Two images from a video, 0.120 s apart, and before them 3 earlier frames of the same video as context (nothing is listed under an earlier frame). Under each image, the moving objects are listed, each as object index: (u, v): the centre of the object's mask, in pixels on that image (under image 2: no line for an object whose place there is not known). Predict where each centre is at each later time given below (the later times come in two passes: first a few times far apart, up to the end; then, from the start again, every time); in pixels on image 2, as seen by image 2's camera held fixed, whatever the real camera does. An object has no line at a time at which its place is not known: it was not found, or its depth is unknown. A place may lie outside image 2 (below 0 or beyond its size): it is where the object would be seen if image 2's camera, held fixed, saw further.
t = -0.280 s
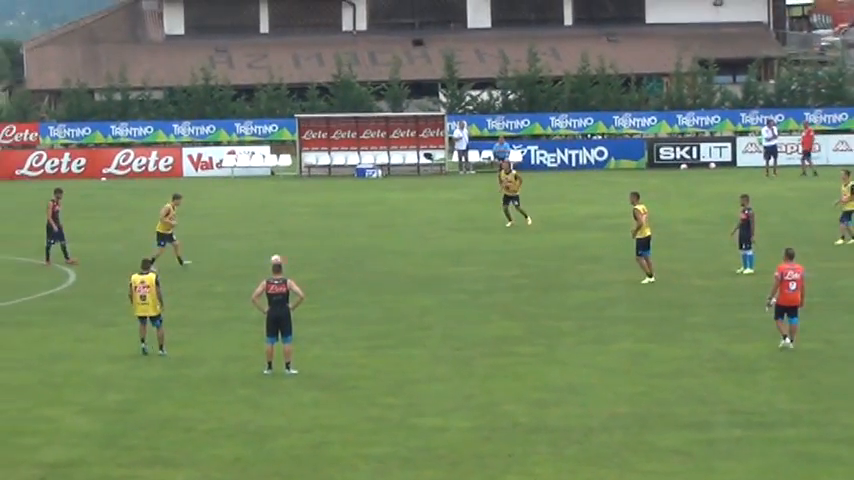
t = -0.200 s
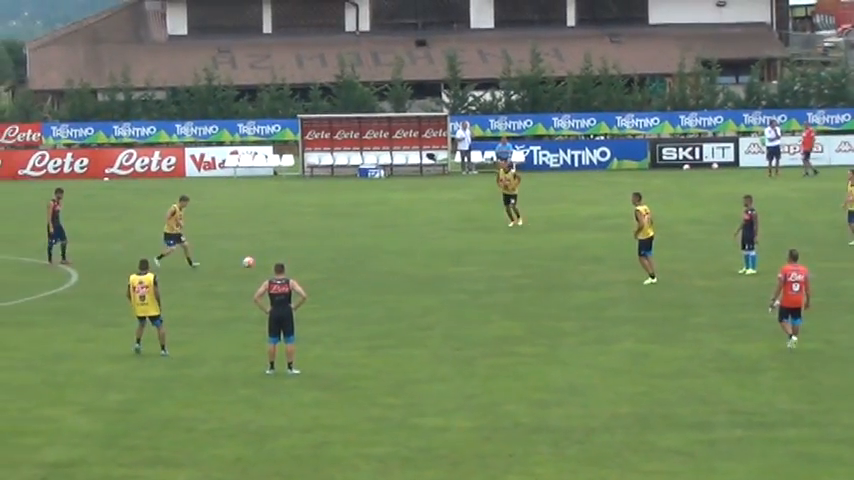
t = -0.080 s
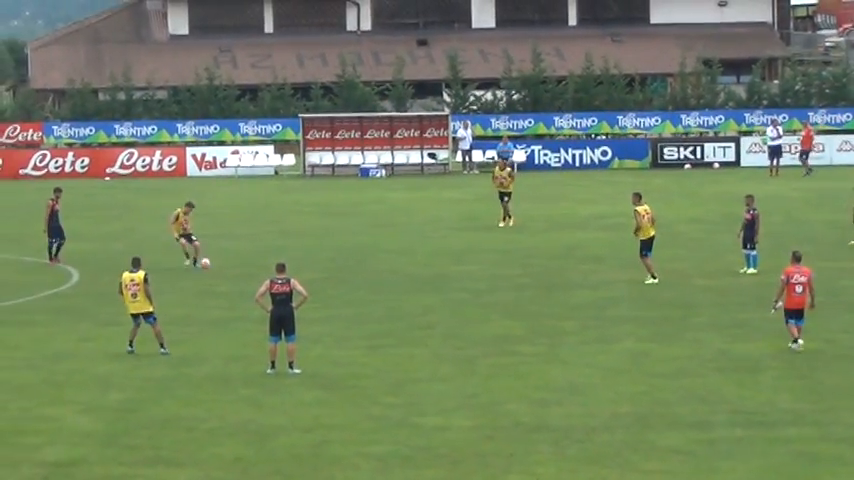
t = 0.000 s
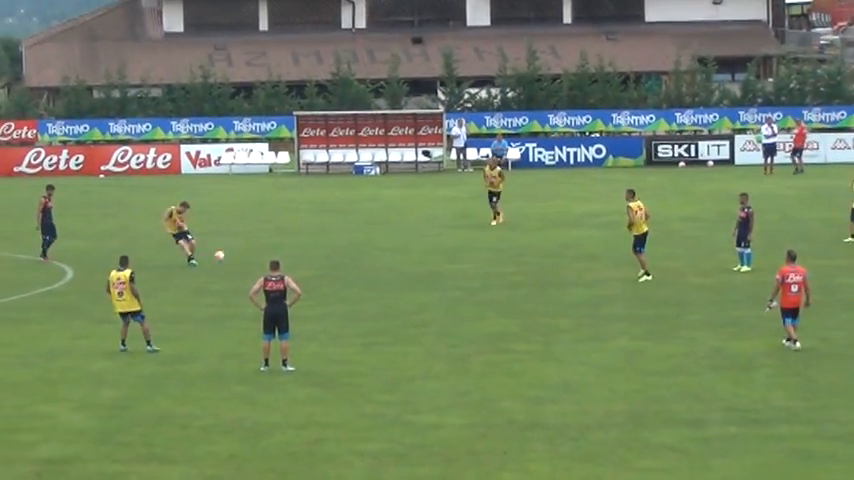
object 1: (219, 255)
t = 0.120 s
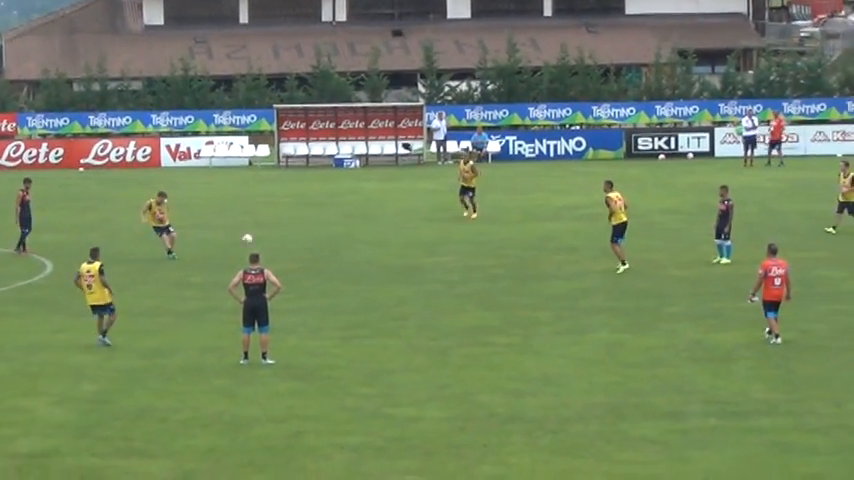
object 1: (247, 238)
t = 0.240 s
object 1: (295, 237)
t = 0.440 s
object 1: (374, 250)
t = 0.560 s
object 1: (418, 257)
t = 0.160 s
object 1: (263, 237)
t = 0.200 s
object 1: (279, 237)
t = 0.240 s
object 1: (295, 237)
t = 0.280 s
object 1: (311, 238)
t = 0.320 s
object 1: (327, 240)
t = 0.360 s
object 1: (342, 242)
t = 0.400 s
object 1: (358, 246)
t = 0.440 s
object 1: (374, 250)
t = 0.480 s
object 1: (390, 255)
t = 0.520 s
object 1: (406, 260)
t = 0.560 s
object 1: (418, 257)
